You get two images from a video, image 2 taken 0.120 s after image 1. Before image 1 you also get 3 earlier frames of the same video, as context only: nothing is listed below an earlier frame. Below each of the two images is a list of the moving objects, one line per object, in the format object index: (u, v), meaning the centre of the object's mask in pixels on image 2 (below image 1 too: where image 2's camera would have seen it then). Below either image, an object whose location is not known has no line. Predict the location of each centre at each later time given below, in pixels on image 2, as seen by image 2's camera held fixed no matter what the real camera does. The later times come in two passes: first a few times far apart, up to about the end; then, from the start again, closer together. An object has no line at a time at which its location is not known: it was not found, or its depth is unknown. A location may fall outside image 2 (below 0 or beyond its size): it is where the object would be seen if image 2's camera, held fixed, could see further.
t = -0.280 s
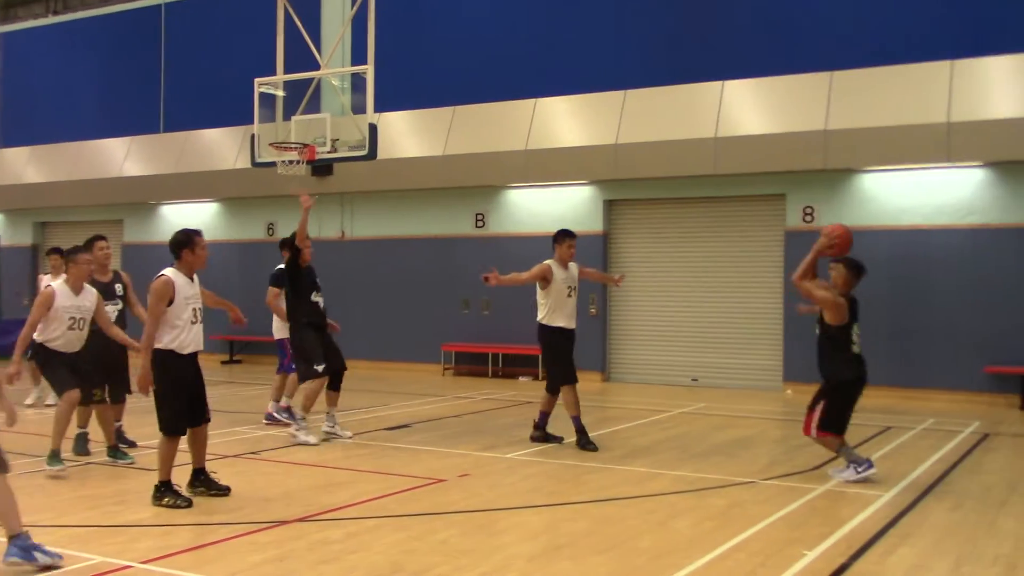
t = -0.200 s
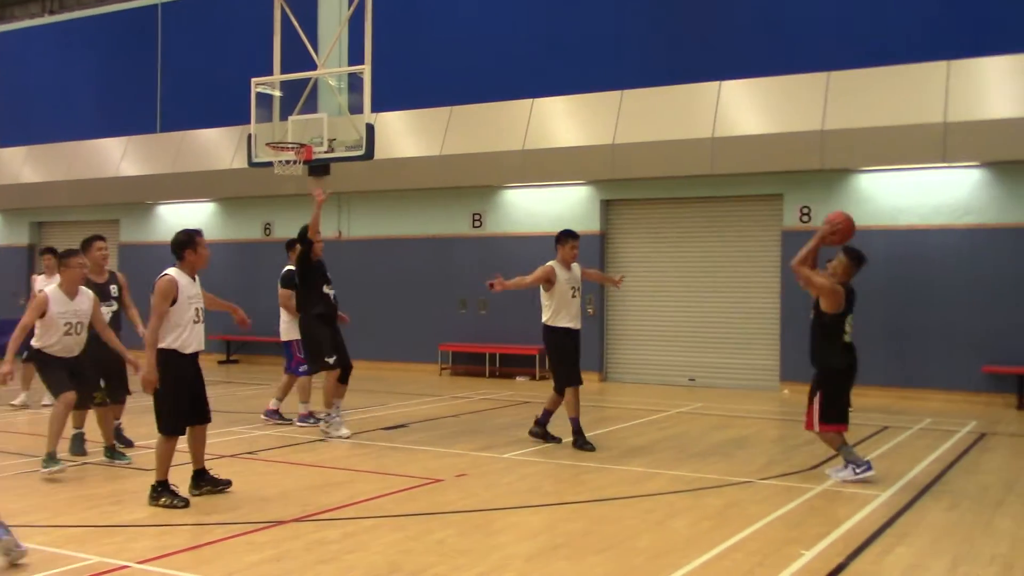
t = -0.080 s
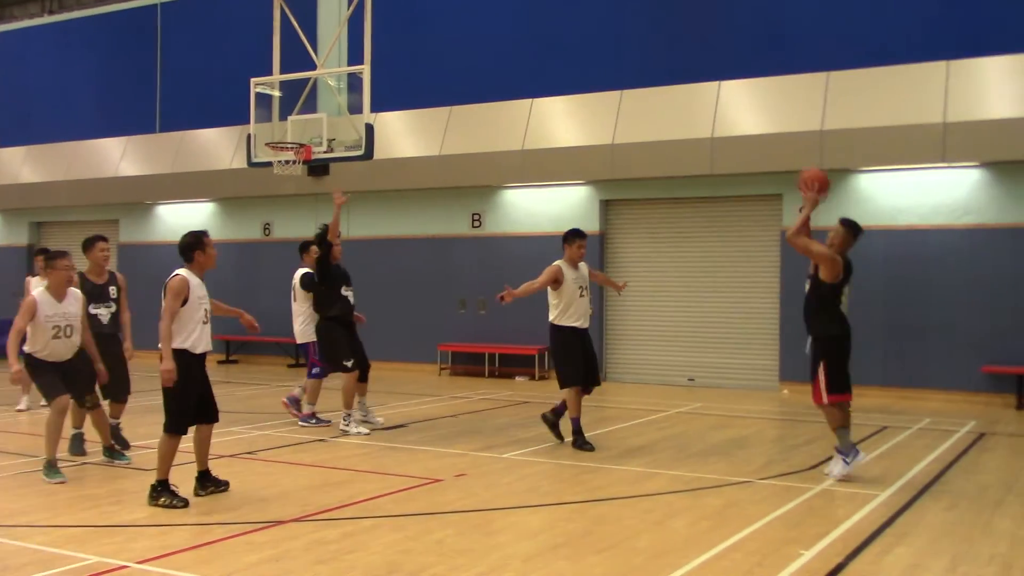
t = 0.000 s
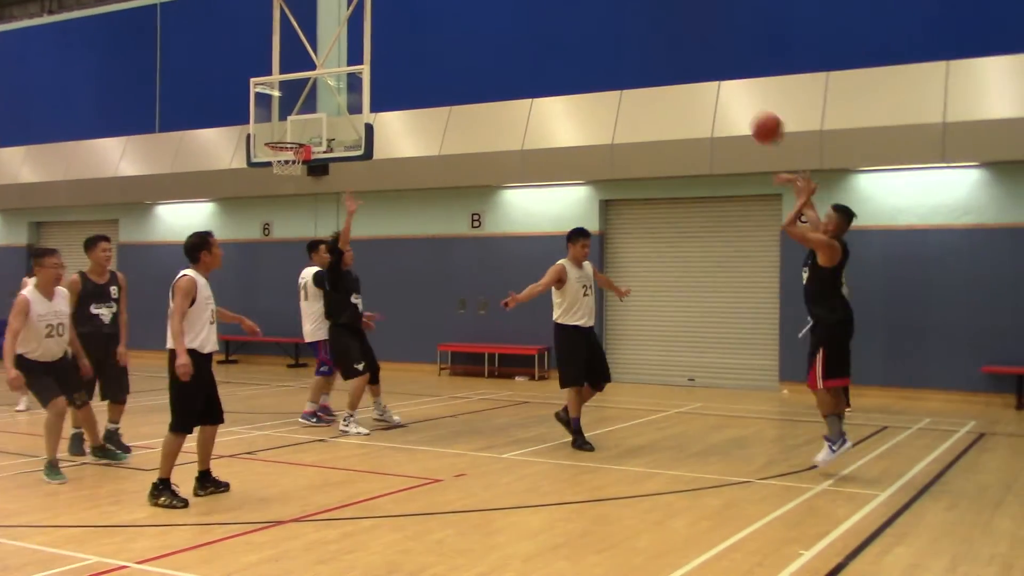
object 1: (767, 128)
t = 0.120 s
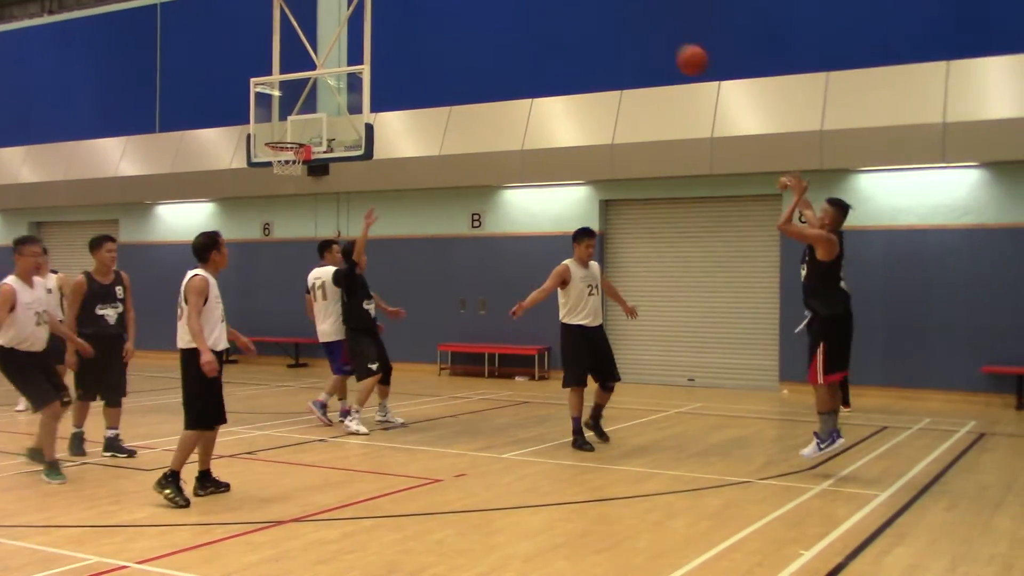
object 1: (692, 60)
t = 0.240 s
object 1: (625, 15)
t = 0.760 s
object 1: (402, 9)
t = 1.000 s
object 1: (324, 79)
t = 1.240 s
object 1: (285, 146)
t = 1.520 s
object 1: (290, 173)
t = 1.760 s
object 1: (283, 231)
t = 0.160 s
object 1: (668, 42)
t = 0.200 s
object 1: (646, 27)
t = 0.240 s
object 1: (625, 15)
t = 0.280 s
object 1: (604, 8)
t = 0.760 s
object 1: (402, 9)
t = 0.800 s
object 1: (389, 17)
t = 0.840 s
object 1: (375, 27)
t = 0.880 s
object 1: (361, 39)
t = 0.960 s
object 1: (337, 65)
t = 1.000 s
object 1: (324, 79)
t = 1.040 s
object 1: (312, 96)
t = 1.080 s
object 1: (301, 111)
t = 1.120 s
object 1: (289, 129)
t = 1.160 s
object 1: (280, 144)
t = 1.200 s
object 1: (288, 143)
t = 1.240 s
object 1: (285, 146)
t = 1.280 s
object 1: (284, 146)
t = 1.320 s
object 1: (283, 146)
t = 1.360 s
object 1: (286, 151)
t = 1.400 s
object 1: (288, 156)
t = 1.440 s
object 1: (289, 160)
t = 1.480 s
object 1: (289, 166)
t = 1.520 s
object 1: (290, 173)
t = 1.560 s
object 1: (289, 179)
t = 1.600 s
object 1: (288, 187)
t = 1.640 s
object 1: (286, 196)
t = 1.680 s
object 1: (285, 206)
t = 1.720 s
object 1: (284, 218)
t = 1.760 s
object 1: (283, 231)
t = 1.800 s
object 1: (283, 245)
